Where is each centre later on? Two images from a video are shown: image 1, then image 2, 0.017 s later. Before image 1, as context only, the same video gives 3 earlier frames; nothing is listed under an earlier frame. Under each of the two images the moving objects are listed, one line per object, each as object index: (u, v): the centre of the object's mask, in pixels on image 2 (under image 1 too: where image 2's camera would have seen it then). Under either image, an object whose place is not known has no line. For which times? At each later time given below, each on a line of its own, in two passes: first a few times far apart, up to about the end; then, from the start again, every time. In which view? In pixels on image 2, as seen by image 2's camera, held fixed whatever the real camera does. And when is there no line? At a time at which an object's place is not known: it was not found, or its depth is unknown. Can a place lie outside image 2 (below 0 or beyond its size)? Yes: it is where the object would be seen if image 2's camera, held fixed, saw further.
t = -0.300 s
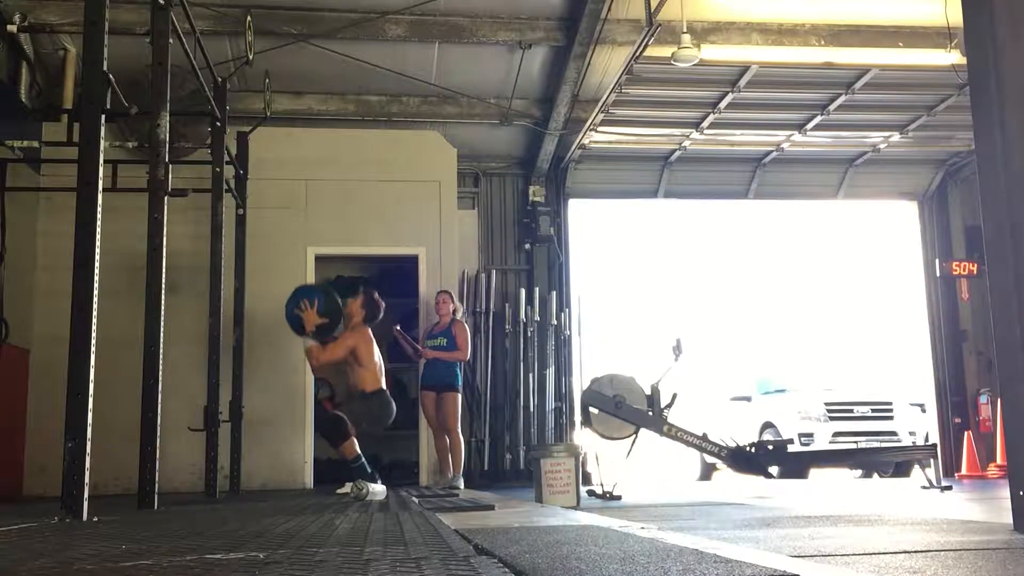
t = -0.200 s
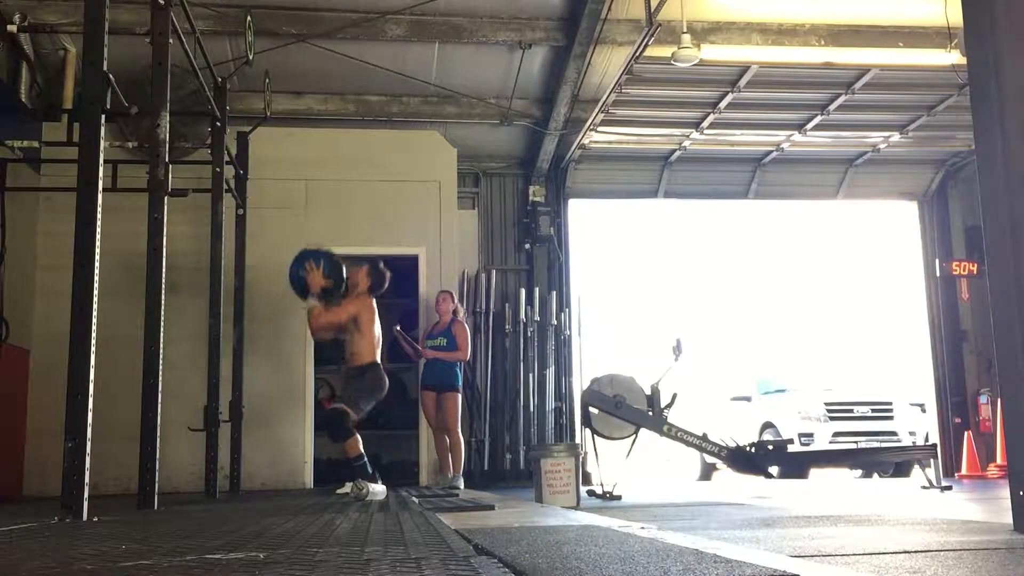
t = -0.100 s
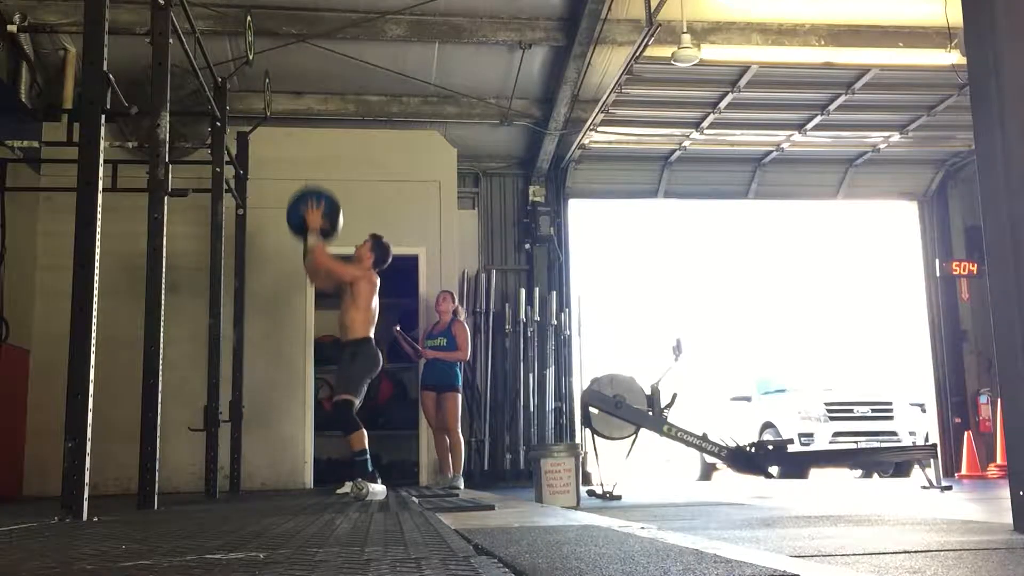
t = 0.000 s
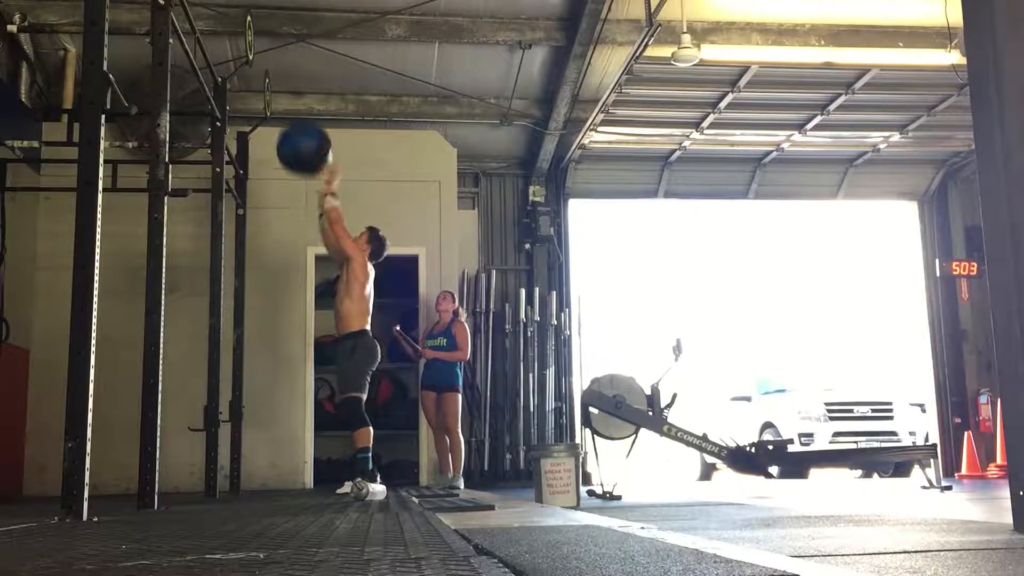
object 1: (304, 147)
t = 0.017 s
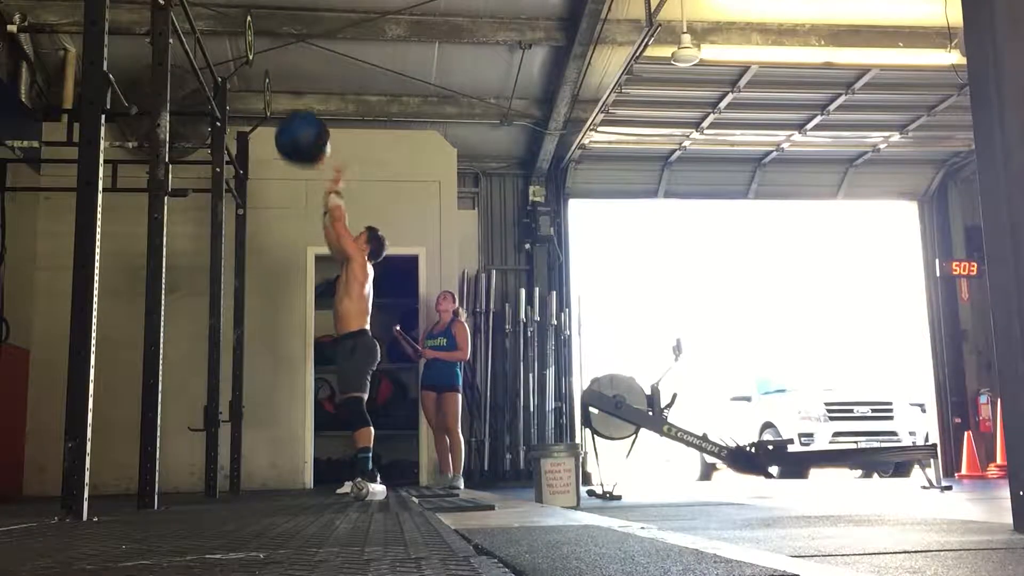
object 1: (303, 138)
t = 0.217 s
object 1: (282, 53)
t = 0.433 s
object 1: (279, 28)
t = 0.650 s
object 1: (295, 68)
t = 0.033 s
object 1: (300, 129)
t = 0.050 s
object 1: (299, 121)
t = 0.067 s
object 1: (298, 112)
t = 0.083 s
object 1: (297, 104)
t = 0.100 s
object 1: (295, 95)
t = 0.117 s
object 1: (292, 88)
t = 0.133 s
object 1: (291, 81)
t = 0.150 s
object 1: (289, 75)
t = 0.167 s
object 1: (287, 69)
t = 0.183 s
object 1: (286, 63)
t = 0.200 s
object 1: (284, 58)
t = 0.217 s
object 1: (282, 53)
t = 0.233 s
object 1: (281, 48)
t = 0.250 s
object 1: (279, 44)
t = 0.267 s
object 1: (277, 41)
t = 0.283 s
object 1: (275, 37)
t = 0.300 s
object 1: (275, 35)
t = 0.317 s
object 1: (274, 33)
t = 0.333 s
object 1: (273, 31)
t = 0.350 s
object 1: (274, 29)
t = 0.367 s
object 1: (274, 28)
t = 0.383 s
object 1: (275, 28)
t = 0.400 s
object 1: (277, 27)
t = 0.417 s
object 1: (278, 27)
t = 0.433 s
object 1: (279, 28)
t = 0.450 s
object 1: (280, 28)
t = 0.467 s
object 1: (281, 30)
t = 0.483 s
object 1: (282, 31)
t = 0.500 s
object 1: (283, 33)
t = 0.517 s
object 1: (285, 35)
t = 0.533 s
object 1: (286, 38)
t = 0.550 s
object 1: (288, 42)
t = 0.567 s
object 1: (289, 45)
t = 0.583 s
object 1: (290, 49)
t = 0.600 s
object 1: (291, 53)
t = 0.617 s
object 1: (292, 58)
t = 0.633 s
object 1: (294, 62)
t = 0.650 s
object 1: (295, 68)
